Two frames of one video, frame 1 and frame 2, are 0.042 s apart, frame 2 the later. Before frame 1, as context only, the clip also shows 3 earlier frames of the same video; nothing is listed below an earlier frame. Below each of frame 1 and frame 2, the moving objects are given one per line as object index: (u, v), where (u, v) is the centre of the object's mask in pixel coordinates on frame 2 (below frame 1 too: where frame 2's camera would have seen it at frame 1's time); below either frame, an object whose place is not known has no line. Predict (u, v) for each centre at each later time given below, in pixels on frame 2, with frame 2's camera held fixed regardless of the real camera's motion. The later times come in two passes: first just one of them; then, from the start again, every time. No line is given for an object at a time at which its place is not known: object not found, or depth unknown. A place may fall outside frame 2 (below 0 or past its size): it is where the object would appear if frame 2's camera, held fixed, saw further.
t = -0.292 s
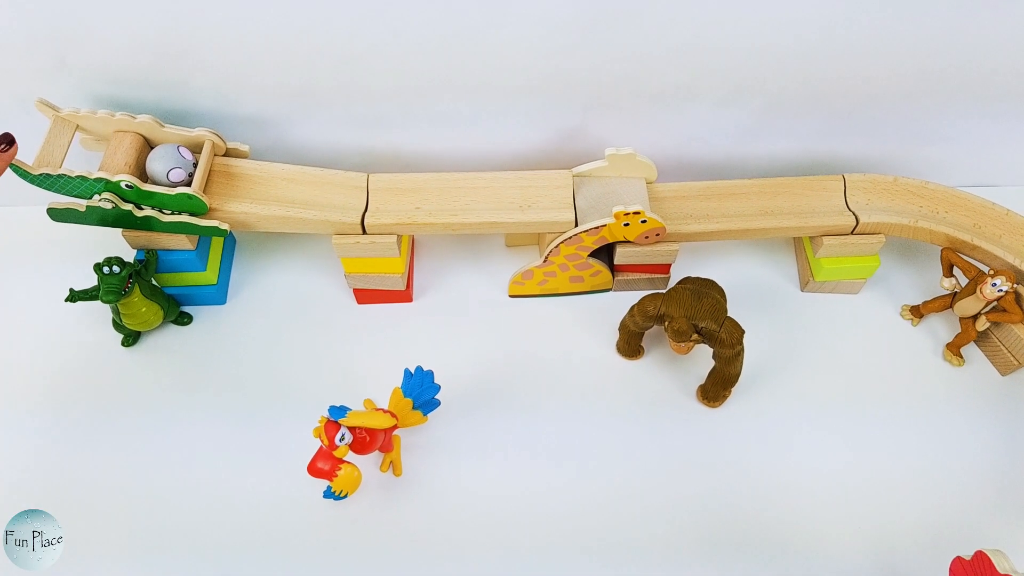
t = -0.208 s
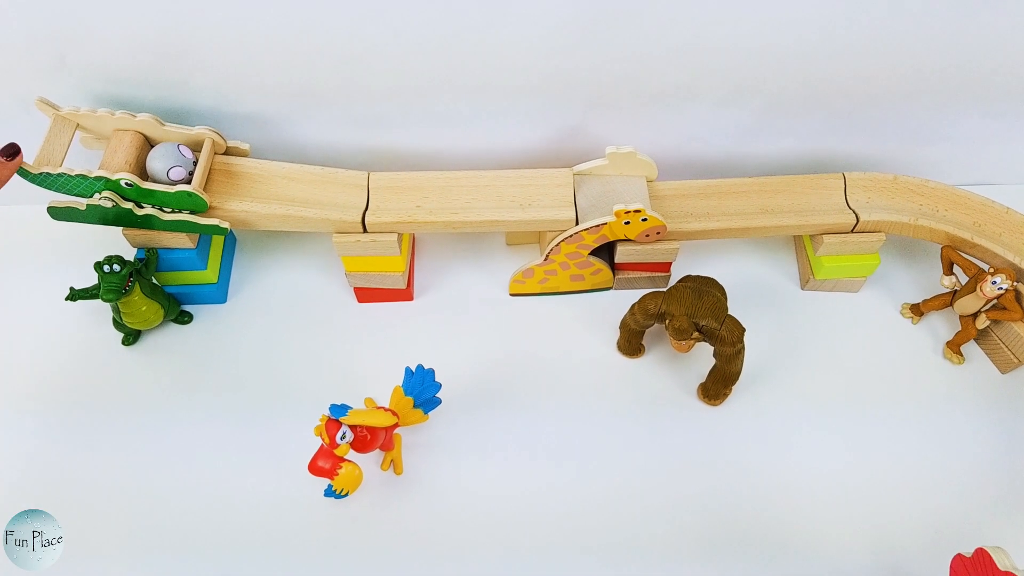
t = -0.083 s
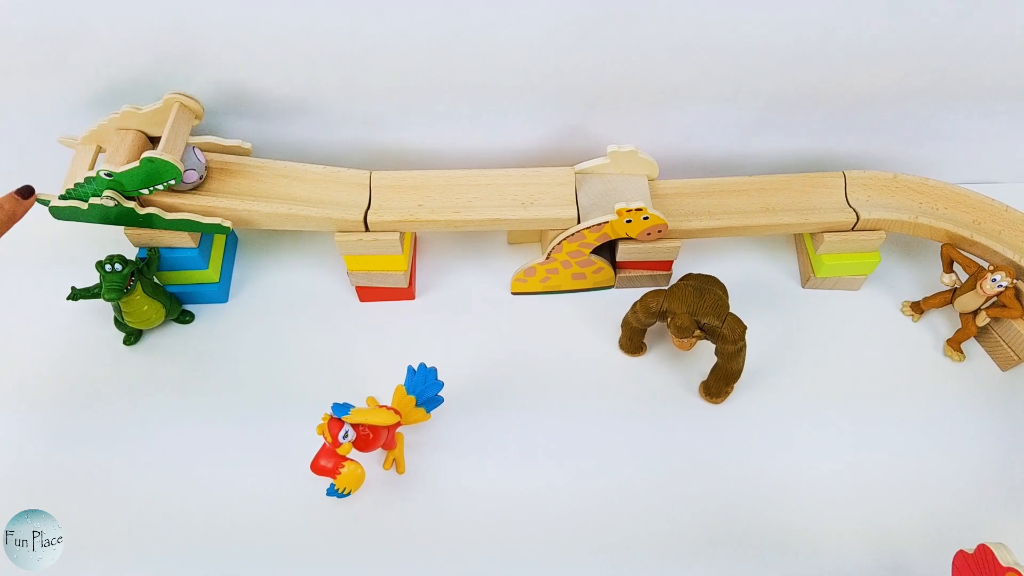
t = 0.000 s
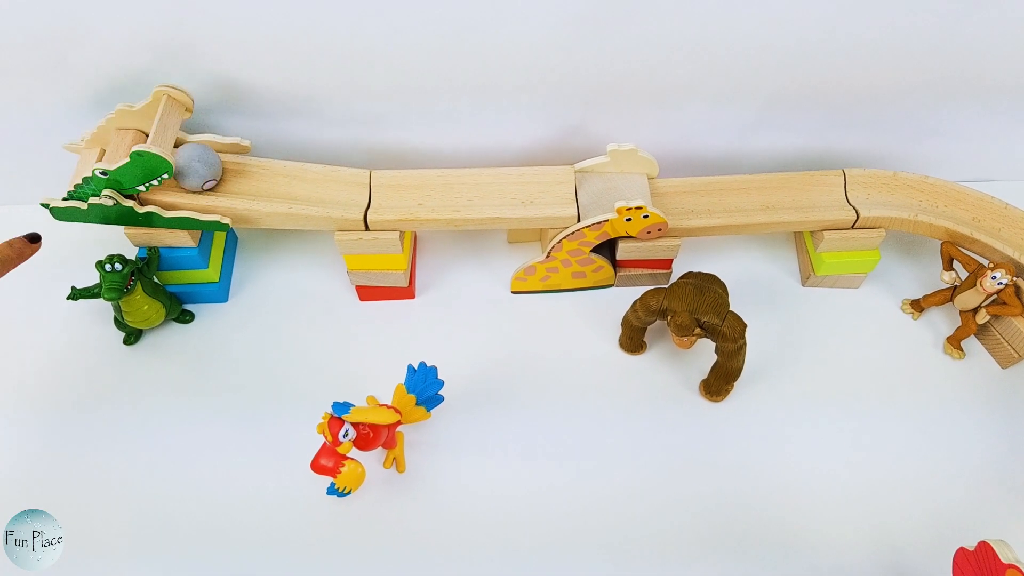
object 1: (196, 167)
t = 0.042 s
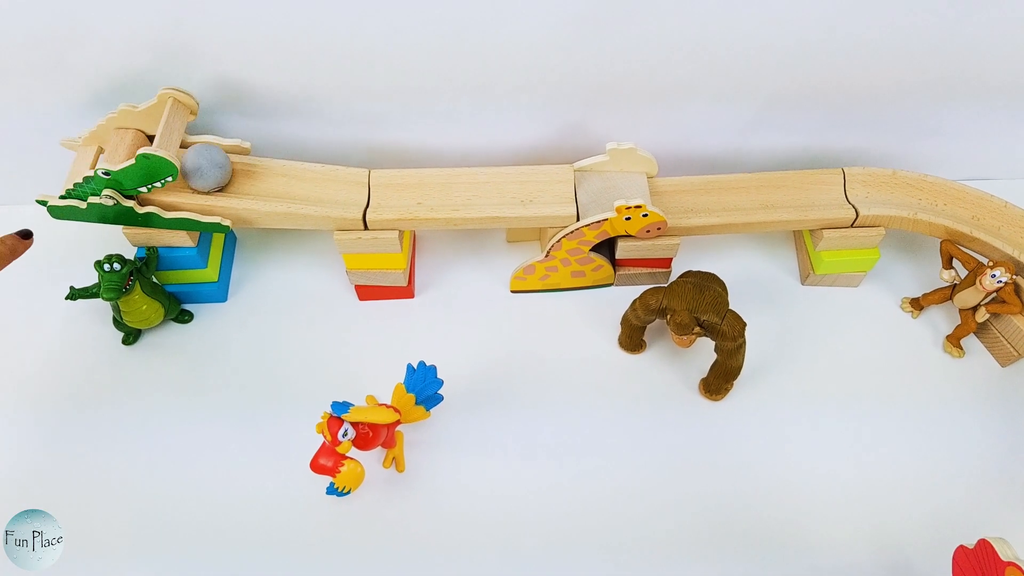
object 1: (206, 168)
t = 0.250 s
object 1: (289, 176)
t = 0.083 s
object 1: (219, 169)
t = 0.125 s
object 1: (234, 170)
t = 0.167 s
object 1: (250, 172)
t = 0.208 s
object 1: (268, 174)
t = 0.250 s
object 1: (289, 176)
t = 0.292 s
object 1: (311, 179)
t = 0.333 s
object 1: (334, 181)
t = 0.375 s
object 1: (359, 184)
